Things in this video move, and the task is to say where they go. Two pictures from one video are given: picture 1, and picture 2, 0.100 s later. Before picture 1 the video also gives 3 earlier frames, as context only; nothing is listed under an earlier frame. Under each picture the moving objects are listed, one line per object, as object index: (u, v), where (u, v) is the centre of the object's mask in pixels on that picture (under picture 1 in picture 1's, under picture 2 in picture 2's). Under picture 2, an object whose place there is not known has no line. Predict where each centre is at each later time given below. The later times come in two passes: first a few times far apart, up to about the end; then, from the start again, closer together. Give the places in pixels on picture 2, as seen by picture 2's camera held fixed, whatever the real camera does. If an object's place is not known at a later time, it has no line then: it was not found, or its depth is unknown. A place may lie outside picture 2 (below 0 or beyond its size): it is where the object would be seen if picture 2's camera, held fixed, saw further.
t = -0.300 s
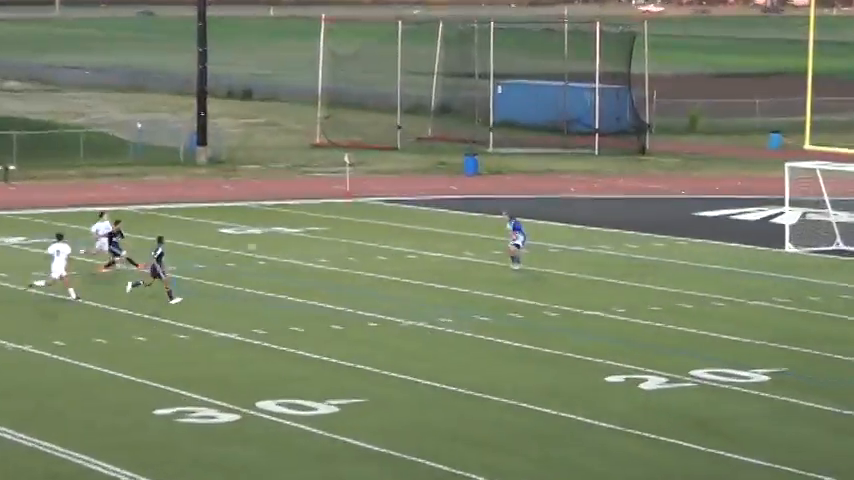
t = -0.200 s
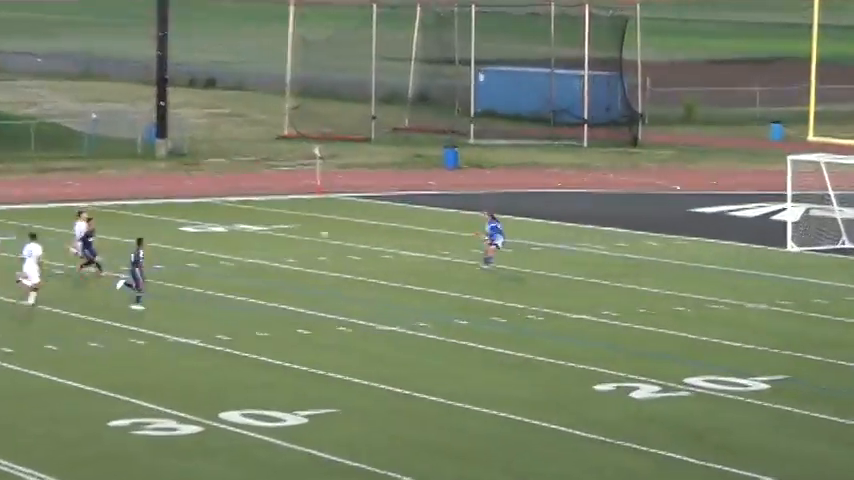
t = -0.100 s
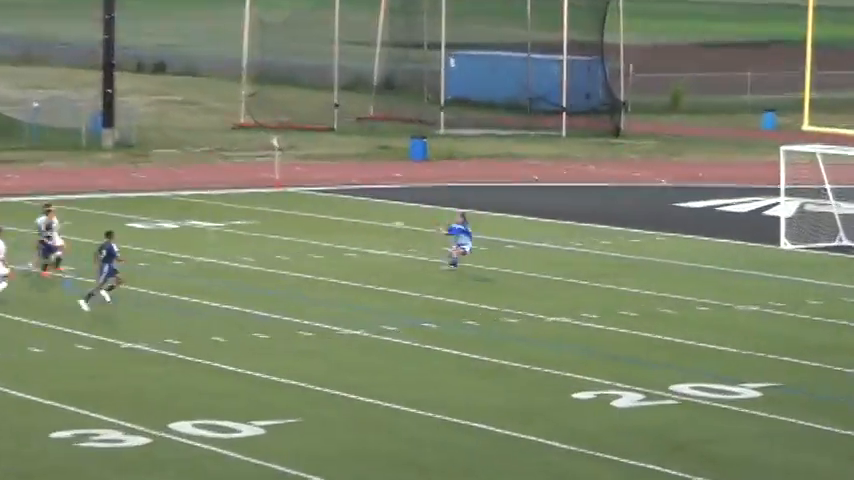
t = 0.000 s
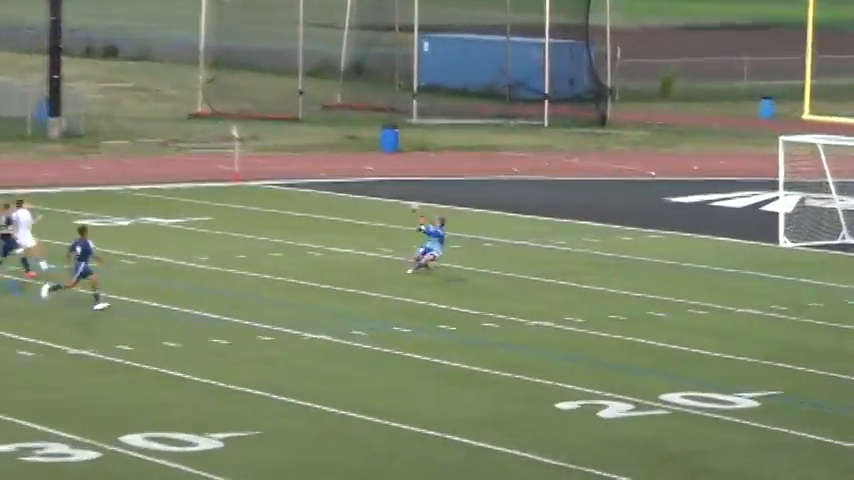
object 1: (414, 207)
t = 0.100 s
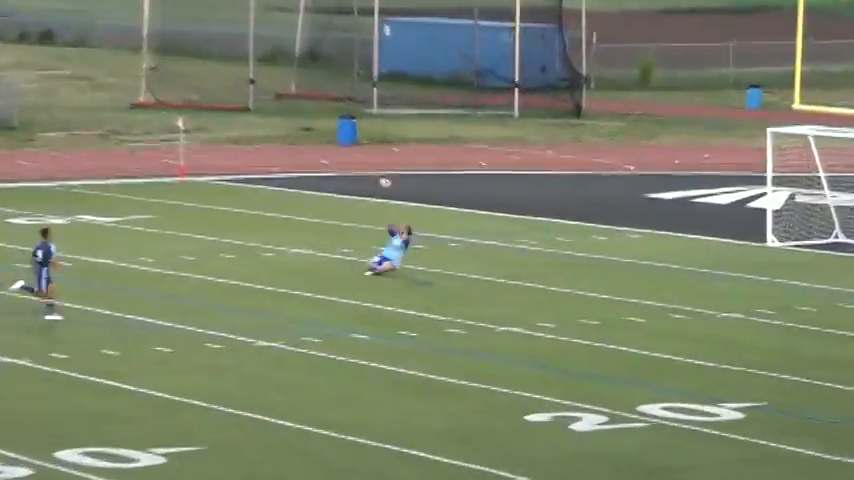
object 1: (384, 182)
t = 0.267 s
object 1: (396, 161)
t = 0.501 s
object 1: (437, 157)
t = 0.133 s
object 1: (384, 175)
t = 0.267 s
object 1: (396, 161)
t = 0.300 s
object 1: (406, 160)
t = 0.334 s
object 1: (412, 159)
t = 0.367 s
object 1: (415, 159)
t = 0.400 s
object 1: (417, 156)
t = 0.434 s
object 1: (427, 156)
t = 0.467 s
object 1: (430, 156)
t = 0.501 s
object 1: (437, 157)
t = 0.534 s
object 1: (443, 157)
